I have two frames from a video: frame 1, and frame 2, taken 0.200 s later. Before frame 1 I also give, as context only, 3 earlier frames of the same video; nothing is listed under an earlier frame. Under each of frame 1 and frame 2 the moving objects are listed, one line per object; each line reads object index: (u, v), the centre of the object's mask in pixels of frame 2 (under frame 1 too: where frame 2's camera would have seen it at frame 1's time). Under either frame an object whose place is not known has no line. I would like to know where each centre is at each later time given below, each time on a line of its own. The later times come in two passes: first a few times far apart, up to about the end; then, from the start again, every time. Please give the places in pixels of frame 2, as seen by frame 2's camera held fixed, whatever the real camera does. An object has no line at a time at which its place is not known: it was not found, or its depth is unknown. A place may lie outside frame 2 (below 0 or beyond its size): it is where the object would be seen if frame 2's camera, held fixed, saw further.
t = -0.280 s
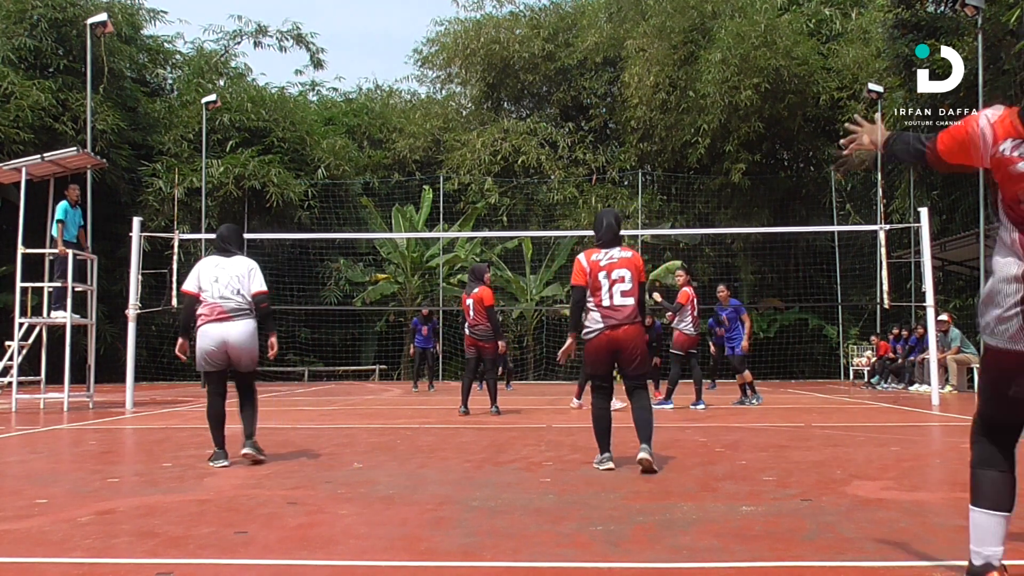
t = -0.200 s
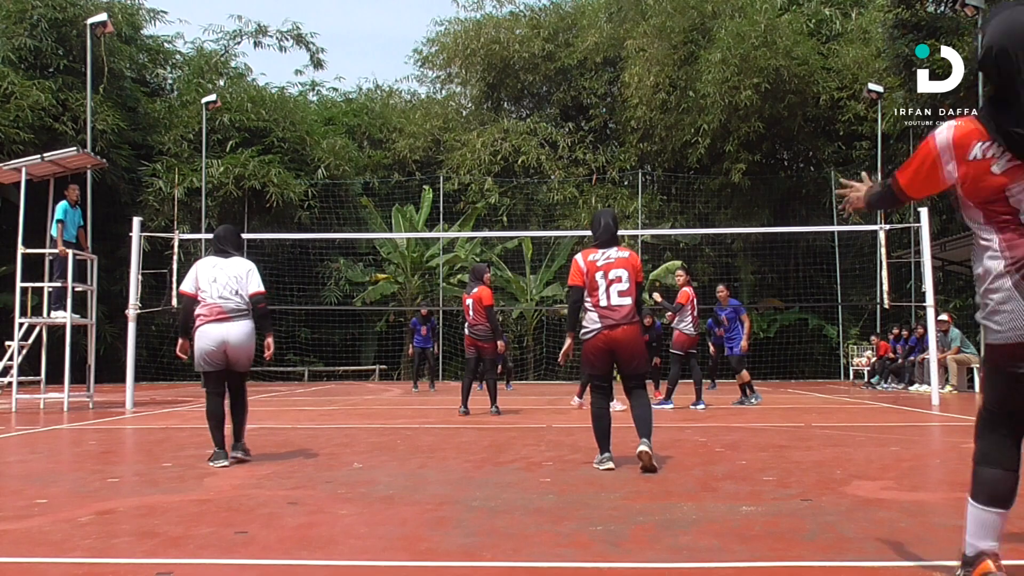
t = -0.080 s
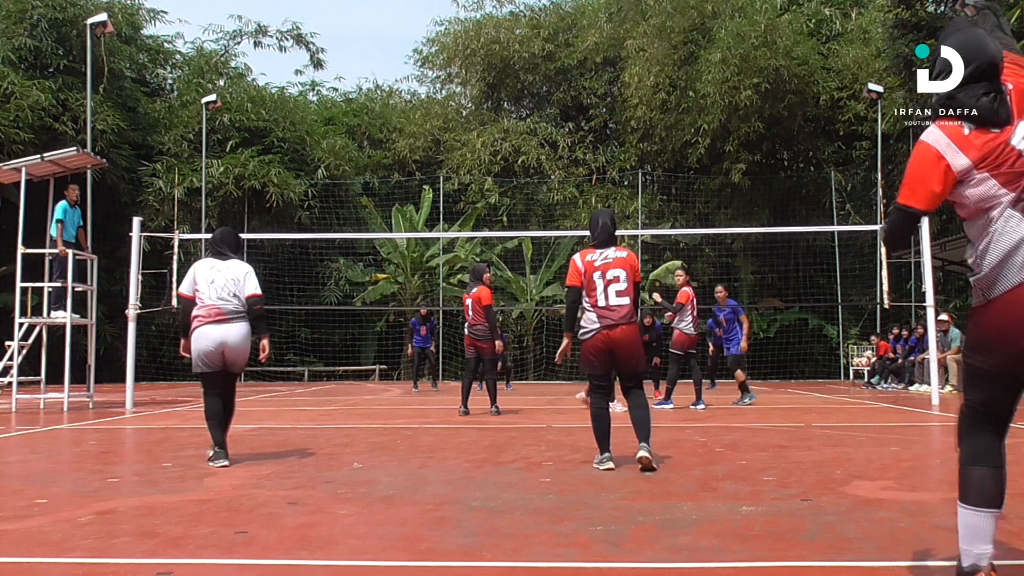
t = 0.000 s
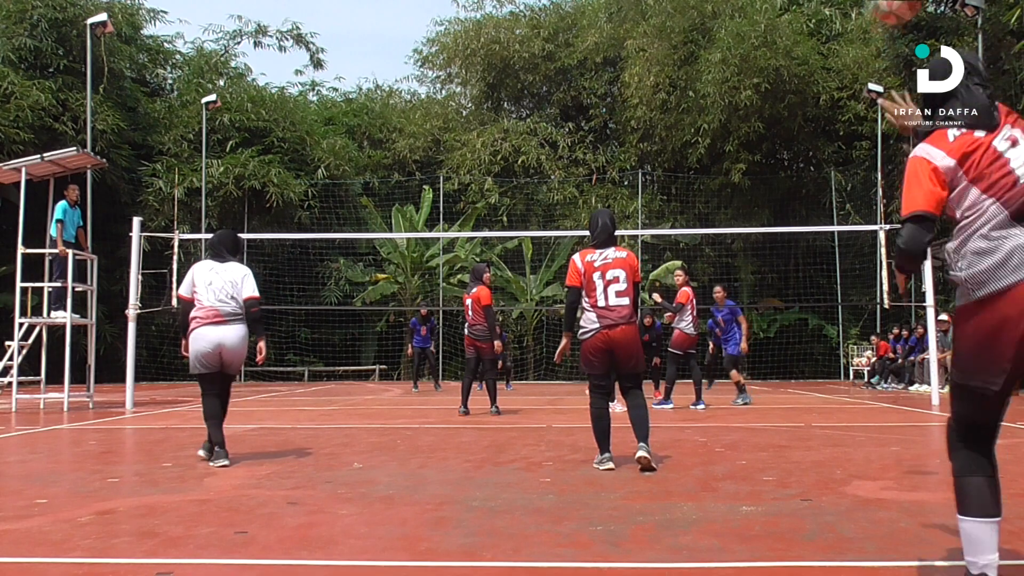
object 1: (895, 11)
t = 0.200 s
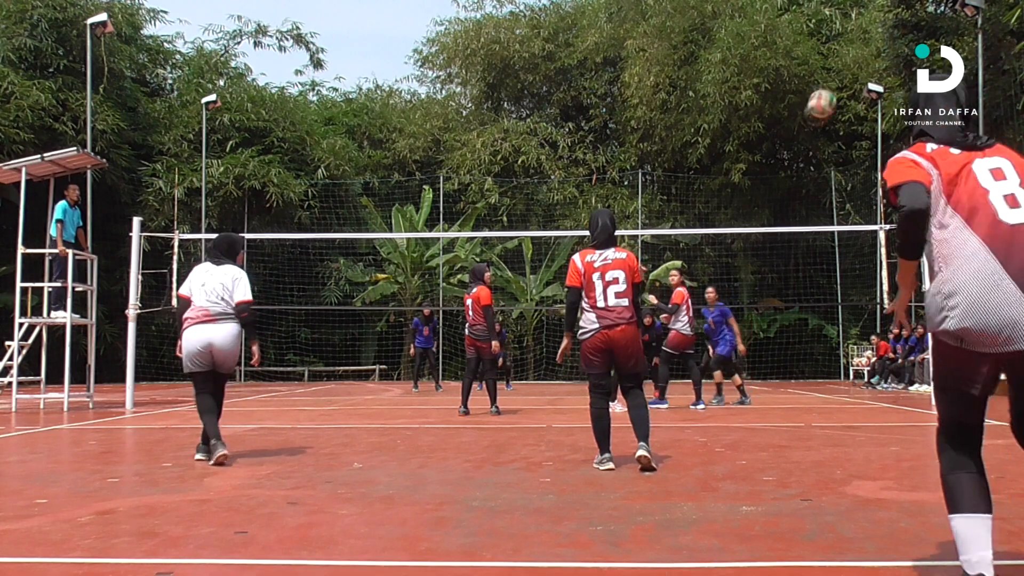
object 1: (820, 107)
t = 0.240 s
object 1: (812, 125)
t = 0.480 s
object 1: (785, 213)
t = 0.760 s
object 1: (795, 290)
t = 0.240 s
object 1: (812, 125)
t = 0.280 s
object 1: (805, 141)
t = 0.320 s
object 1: (800, 155)
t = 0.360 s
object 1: (796, 172)
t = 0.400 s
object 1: (792, 186)
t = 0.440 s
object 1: (788, 200)
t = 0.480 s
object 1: (785, 213)
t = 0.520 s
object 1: (783, 227)
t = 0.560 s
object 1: (782, 236)
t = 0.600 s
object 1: (784, 244)
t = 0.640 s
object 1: (787, 253)
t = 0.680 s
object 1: (790, 265)
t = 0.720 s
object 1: (792, 276)
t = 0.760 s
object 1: (795, 290)
